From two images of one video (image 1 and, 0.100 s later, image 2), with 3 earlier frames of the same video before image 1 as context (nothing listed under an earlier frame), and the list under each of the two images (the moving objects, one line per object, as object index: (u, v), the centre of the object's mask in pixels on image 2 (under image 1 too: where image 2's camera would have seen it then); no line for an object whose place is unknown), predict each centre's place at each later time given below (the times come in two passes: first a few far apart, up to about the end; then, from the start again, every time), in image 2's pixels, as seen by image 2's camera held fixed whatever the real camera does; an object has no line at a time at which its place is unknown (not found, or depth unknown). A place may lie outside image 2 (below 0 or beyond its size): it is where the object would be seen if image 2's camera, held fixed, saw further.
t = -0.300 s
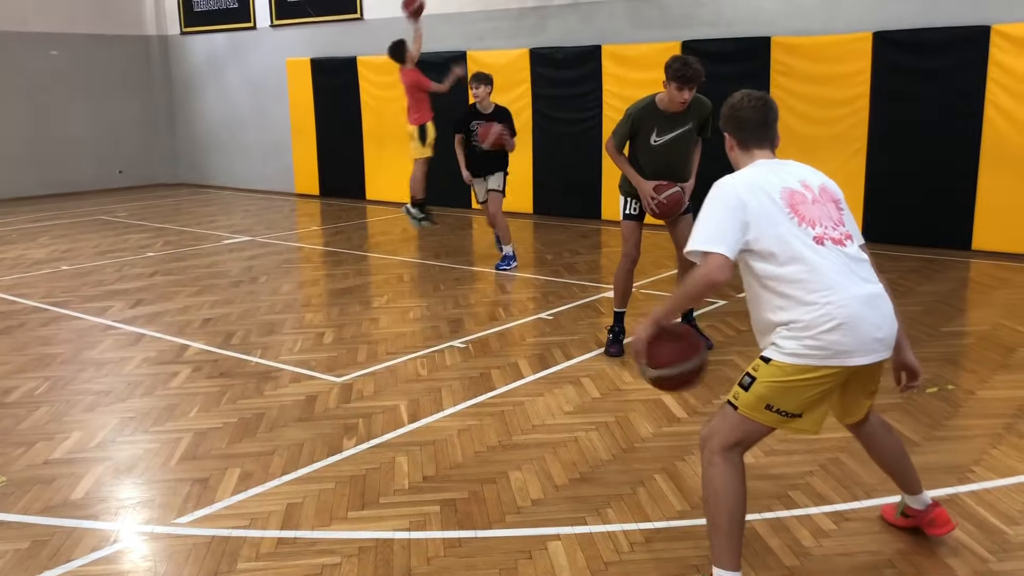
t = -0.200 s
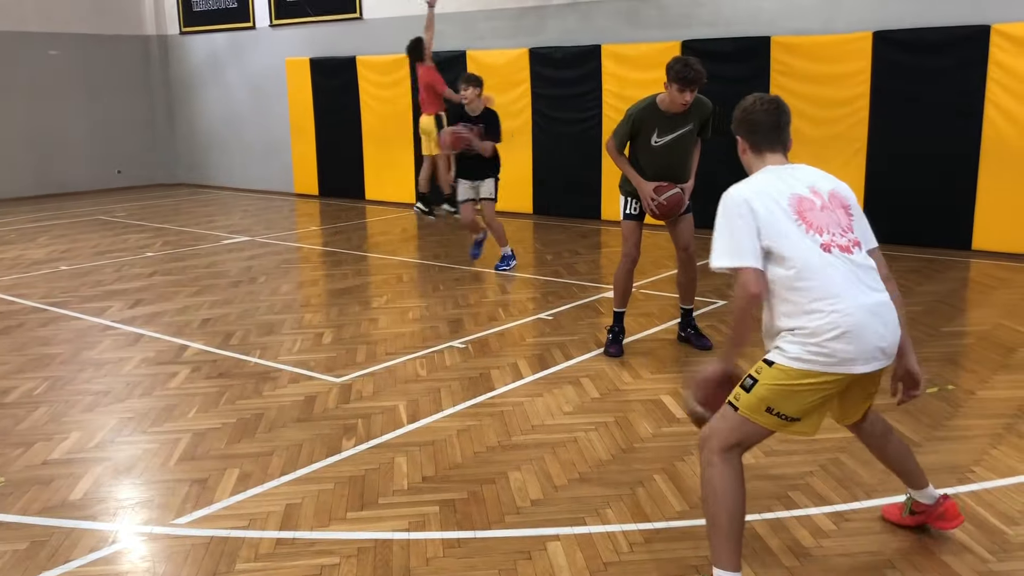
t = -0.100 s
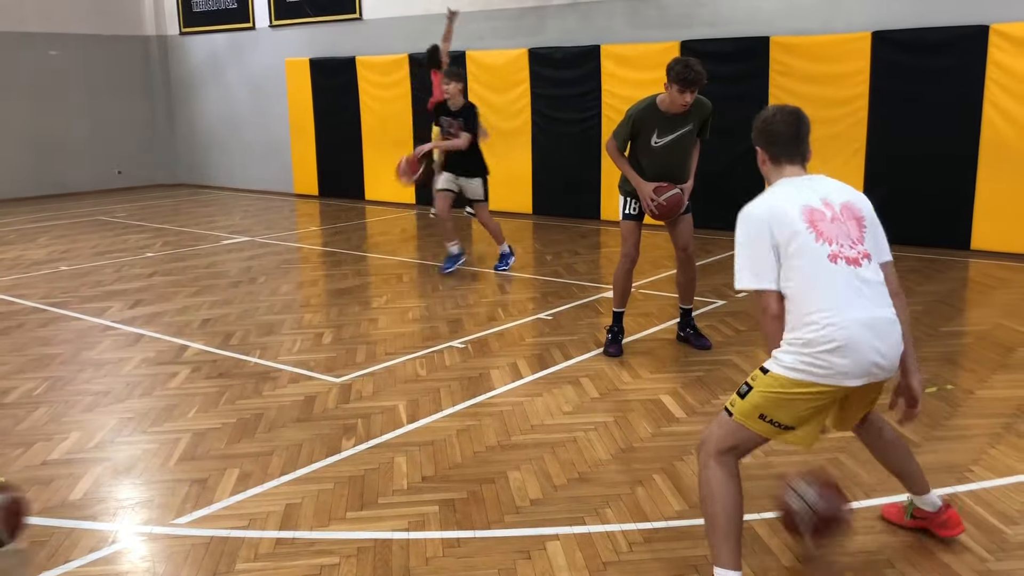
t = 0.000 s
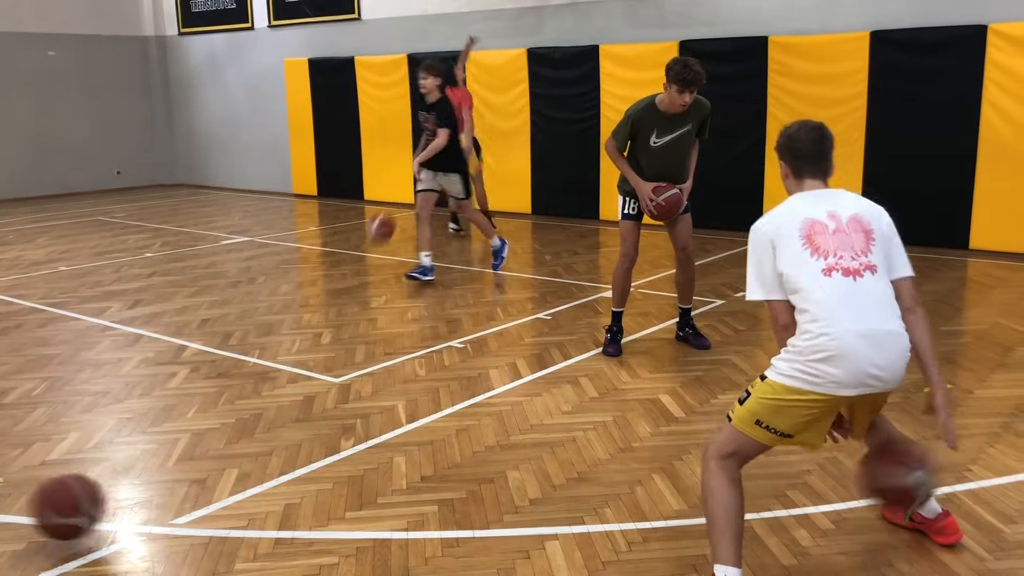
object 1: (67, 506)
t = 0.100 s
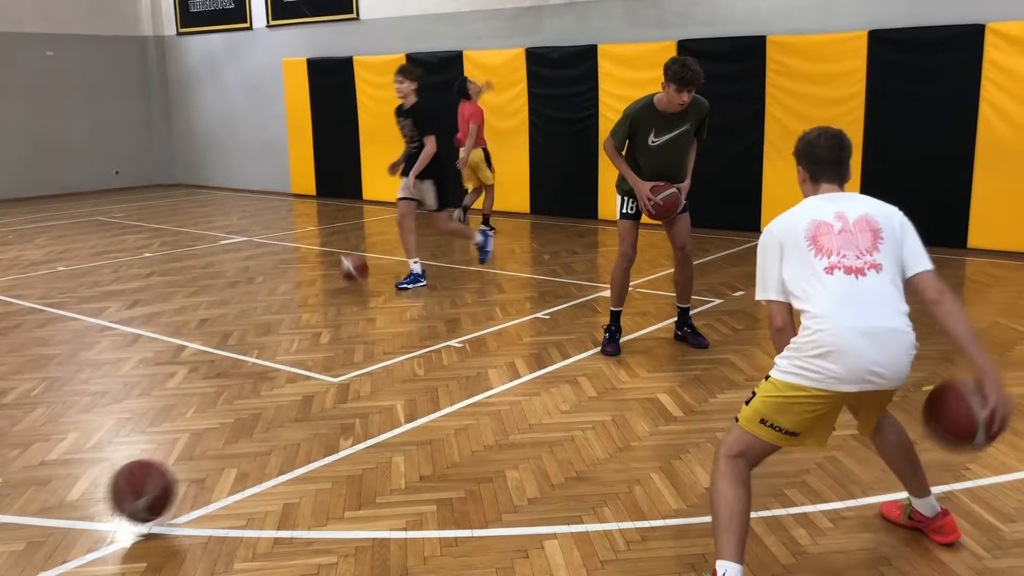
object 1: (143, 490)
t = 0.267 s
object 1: (253, 471)
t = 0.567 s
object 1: (419, 429)
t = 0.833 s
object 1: (538, 403)
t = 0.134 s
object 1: (165, 483)
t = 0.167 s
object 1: (188, 479)
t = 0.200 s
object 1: (209, 477)
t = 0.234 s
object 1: (231, 479)
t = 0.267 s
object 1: (253, 471)
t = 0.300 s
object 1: (272, 462)
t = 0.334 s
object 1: (293, 455)
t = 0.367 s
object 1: (312, 451)
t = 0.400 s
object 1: (332, 452)
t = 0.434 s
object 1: (351, 450)
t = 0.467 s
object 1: (369, 441)
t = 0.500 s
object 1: (385, 435)
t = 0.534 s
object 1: (402, 430)
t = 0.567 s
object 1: (419, 429)
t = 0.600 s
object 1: (435, 431)
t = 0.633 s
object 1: (452, 424)
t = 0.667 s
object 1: (466, 417)
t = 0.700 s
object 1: (481, 414)
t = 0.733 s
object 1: (496, 414)
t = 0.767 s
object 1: (510, 411)
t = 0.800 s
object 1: (524, 406)
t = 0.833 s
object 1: (538, 403)
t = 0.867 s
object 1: (551, 403)
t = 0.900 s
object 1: (564, 397)
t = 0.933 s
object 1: (578, 393)
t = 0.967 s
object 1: (590, 392)
